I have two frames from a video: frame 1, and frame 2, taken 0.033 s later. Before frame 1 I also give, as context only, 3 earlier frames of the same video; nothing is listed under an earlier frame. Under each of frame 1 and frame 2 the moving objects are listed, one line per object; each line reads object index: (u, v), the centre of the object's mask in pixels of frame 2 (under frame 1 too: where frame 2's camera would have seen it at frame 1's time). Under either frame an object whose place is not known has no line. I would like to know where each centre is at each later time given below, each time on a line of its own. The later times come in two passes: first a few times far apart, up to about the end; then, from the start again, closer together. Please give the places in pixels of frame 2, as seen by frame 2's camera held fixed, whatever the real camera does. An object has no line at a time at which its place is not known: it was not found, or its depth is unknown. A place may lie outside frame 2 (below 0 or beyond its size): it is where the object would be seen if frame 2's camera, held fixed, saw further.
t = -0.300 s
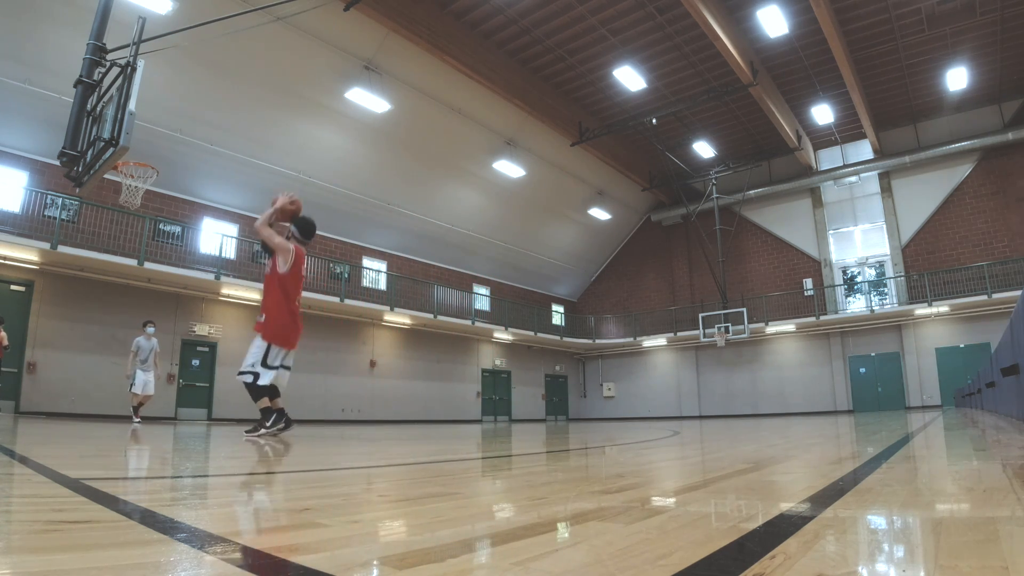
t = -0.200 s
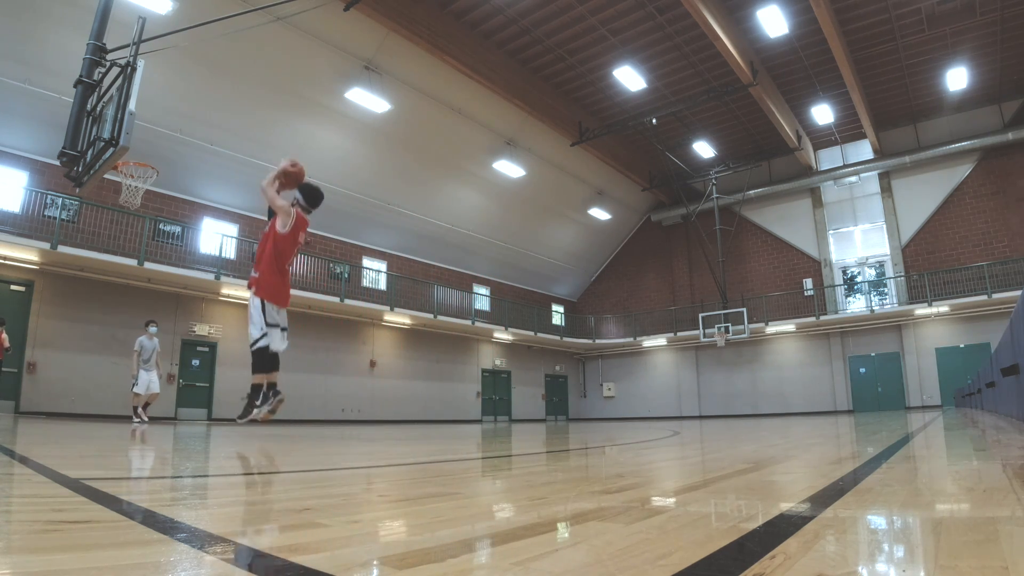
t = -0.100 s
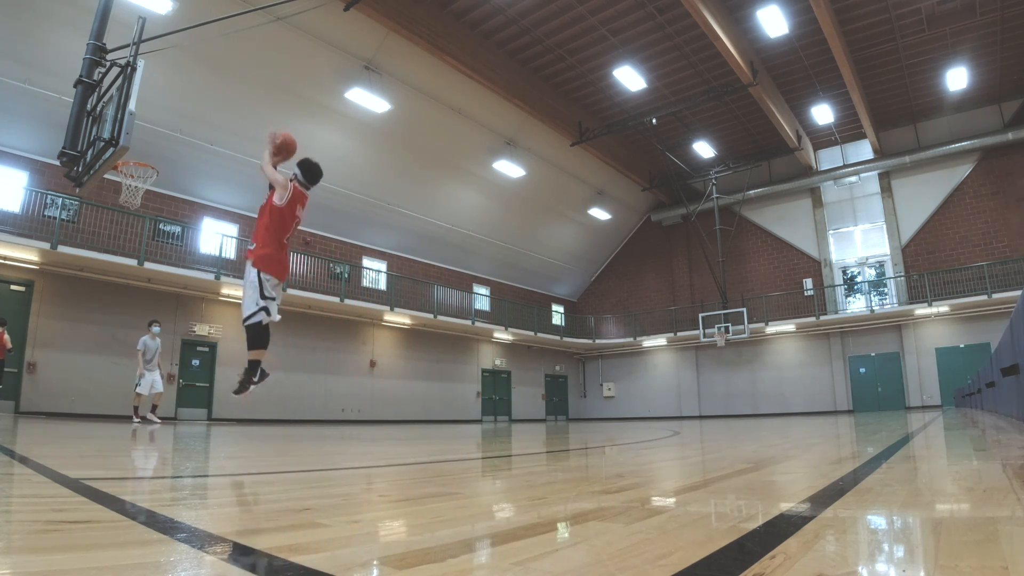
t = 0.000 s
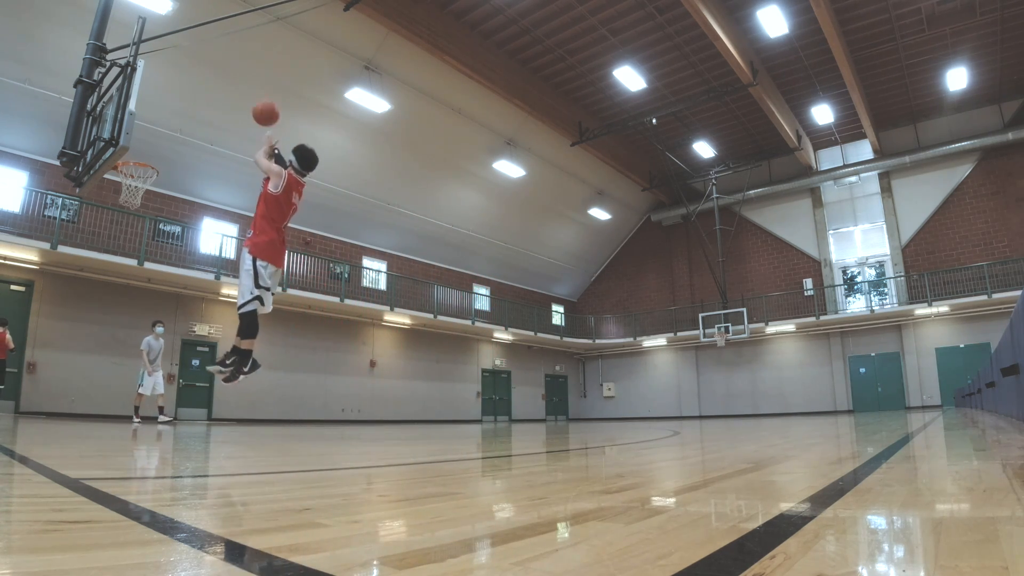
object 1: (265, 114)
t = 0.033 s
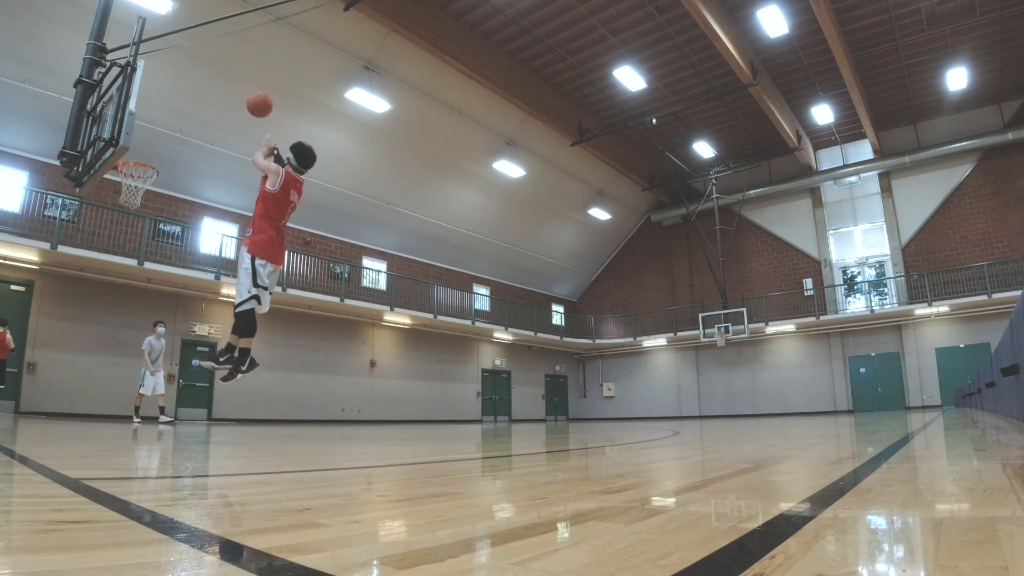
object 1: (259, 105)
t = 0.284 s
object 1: (216, 79)
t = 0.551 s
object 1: (171, 107)
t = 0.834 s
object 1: (139, 170)
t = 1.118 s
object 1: (123, 184)
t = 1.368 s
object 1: (131, 197)
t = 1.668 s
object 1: (136, 241)
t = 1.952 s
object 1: (133, 353)
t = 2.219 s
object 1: (137, 349)
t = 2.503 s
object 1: (142, 283)
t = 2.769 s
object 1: (140, 286)
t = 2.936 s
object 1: (134, 322)
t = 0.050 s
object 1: (256, 101)
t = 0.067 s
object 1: (253, 98)
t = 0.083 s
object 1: (250, 95)
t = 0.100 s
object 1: (247, 92)
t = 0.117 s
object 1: (244, 89)
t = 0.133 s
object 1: (241, 87)
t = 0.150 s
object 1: (238, 85)
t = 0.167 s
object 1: (235, 83)
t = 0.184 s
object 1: (232, 82)
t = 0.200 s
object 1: (230, 81)
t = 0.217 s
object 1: (227, 80)
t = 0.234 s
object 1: (224, 80)
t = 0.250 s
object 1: (221, 79)
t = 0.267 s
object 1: (219, 79)
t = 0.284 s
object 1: (216, 79)
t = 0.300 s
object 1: (213, 79)
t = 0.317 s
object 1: (210, 79)
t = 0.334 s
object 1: (207, 80)
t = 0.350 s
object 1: (205, 81)
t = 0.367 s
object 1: (202, 82)
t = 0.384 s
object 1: (199, 83)
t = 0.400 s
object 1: (196, 85)
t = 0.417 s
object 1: (194, 87)
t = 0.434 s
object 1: (191, 89)
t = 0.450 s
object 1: (188, 91)
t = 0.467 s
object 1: (185, 93)
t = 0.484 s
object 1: (183, 95)
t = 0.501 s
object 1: (180, 98)
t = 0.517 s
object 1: (177, 100)
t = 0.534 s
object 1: (174, 103)
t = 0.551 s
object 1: (171, 107)
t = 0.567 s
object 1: (168, 110)
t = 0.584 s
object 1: (166, 113)
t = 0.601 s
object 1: (163, 117)
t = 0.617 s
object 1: (160, 121)
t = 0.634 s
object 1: (158, 125)
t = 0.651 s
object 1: (155, 130)
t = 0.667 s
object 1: (152, 134)
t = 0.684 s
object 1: (150, 138)
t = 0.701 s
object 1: (147, 143)
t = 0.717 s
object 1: (144, 148)
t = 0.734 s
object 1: (141, 153)
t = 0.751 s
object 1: (138, 156)
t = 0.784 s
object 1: (133, 169)
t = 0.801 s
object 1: (133, 169)
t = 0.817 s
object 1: (135, 169)
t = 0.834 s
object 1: (139, 170)
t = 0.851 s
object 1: (142, 170)
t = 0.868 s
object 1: (142, 170)
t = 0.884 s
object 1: (140, 171)
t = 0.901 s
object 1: (138, 173)
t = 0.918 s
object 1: (135, 174)
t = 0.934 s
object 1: (135, 174)
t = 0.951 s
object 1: (126, 176)
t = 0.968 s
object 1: (126, 180)
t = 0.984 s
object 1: (124, 182)
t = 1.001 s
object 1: (123, 182)
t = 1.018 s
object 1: (124, 183)
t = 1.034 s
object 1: (123, 184)
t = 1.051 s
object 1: (122, 184)
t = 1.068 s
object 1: (122, 184)
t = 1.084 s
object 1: (123, 184)
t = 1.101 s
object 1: (123, 184)
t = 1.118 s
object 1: (123, 184)
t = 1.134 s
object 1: (123, 184)
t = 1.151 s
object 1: (124, 185)
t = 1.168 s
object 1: (124, 185)
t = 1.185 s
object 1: (125, 186)
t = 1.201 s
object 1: (125, 186)
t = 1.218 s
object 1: (124, 188)
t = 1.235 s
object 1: (126, 189)
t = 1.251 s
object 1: (126, 191)
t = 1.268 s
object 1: (127, 191)
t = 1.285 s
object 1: (127, 193)
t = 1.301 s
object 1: (128, 193)
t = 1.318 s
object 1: (129, 193)
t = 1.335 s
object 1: (130, 194)
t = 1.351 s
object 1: (130, 195)
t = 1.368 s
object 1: (131, 197)
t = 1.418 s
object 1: (131, 205)
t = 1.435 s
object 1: (133, 205)
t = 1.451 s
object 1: (133, 205)
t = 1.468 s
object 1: (134, 206)
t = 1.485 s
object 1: (134, 208)
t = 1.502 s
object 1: (134, 209)
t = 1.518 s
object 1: (134, 211)
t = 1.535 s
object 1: (135, 213)
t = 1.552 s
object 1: (135, 216)
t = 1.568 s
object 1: (135, 219)
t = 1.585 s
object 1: (136, 222)
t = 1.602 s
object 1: (136, 225)
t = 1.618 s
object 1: (136, 228)
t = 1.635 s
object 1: (136, 232)
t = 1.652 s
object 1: (136, 237)
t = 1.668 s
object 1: (136, 241)
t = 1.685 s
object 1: (136, 245)
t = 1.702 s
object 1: (136, 249)
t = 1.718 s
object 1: (136, 255)
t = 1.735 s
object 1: (136, 260)
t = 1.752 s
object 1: (136, 266)
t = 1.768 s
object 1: (135, 271)
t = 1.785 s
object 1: (136, 277)
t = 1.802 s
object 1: (136, 283)
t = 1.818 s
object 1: (135, 289)
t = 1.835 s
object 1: (135, 296)
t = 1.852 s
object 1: (134, 304)
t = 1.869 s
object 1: (134, 311)
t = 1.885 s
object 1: (134, 319)
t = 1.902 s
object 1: (134, 327)
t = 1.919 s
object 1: (134, 335)
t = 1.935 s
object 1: (133, 344)
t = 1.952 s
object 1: (133, 353)
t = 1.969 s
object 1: (132, 363)
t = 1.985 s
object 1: (133, 372)
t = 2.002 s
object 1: (132, 382)
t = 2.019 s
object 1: (132, 392)
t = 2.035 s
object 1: (132, 403)
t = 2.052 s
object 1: (132, 413)
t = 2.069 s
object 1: (132, 413)
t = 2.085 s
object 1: (132, 405)
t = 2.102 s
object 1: (133, 398)
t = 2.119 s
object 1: (134, 390)
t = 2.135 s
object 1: (134, 382)
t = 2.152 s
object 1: (135, 375)
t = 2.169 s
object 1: (135, 368)
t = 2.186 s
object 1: (136, 361)
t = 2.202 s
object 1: (136, 355)
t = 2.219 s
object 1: (137, 349)
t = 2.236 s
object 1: (137, 343)
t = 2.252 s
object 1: (138, 337)
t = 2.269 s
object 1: (138, 332)
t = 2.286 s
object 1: (139, 327)
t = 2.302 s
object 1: (139, 322)
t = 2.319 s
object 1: (140, 317)
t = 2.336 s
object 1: (140, 313)
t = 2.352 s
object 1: (141, 309)
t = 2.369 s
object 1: (141, 305)
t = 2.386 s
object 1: (141, 301)
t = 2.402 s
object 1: (141, 298)
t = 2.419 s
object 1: (142, 295)
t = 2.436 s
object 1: (142, 292)
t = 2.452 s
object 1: (142, 290)
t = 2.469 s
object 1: (142, 288)
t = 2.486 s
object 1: (142, 285)
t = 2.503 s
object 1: (142, 283)
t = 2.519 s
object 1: (142, 282)
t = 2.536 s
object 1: (142, 280)
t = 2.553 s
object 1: (142, 280)
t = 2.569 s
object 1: (142, 278)
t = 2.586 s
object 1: (142, 278)
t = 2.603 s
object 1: (142, 277)
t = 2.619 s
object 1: (142, 277)
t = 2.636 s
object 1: (142, 277)
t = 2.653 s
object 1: (142, 277)
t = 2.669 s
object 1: (142, 278)
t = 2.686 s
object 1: (141, 278)
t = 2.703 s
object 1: (141, 279)
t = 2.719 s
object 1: (140, 281)
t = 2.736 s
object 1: (140, 282)
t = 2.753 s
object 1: (140, 284)
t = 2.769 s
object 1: (140, 286)
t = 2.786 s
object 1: (139, 288)
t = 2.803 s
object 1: (138, 291)
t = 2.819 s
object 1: (138, 294)
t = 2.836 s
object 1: (137, 297)
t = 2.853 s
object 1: (137, 301)
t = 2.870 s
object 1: (136, 304)
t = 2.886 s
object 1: (136, 308)
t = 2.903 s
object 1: (135, 313)
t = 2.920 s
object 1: (134, 317)
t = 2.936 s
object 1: (134, 322)
